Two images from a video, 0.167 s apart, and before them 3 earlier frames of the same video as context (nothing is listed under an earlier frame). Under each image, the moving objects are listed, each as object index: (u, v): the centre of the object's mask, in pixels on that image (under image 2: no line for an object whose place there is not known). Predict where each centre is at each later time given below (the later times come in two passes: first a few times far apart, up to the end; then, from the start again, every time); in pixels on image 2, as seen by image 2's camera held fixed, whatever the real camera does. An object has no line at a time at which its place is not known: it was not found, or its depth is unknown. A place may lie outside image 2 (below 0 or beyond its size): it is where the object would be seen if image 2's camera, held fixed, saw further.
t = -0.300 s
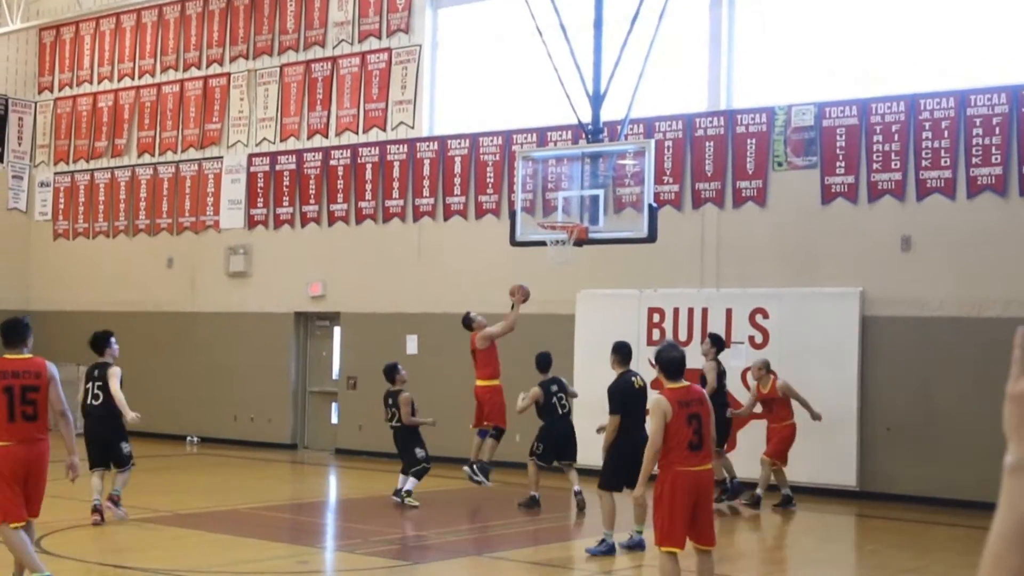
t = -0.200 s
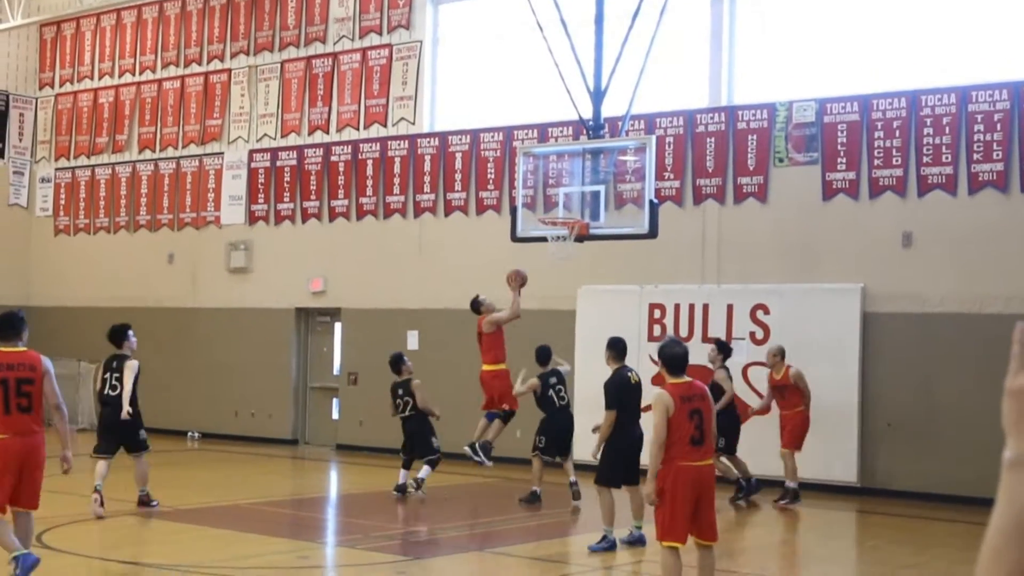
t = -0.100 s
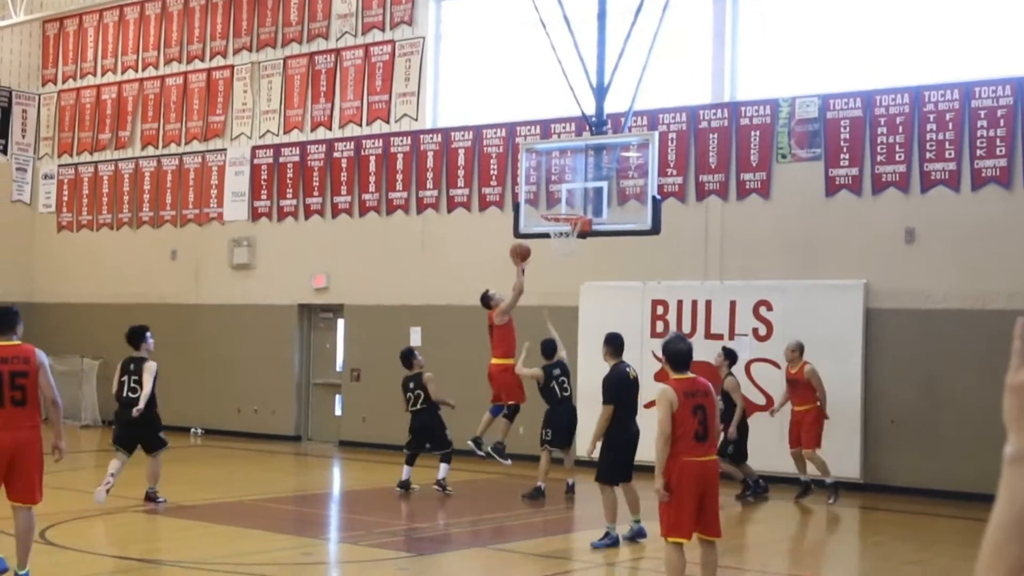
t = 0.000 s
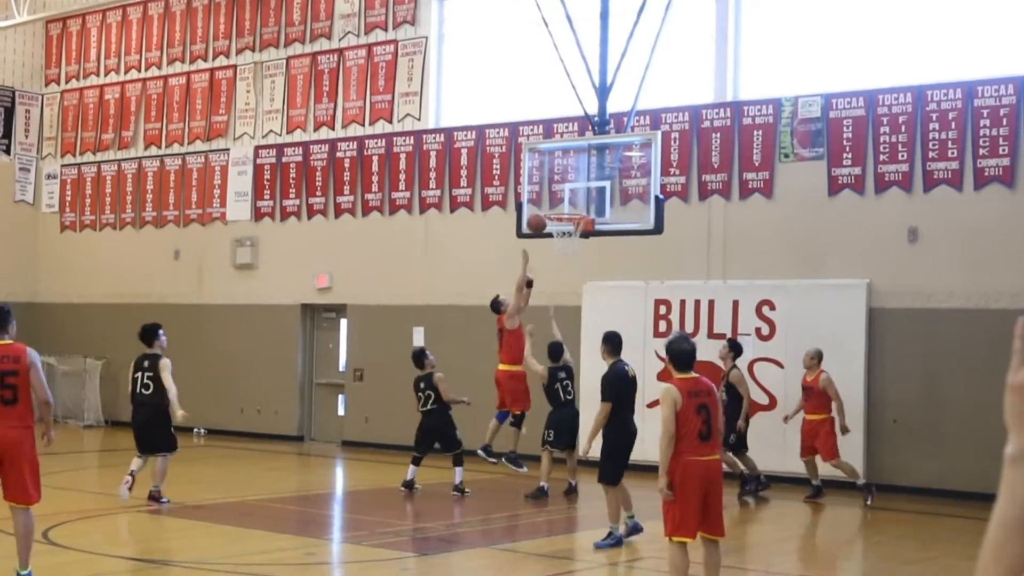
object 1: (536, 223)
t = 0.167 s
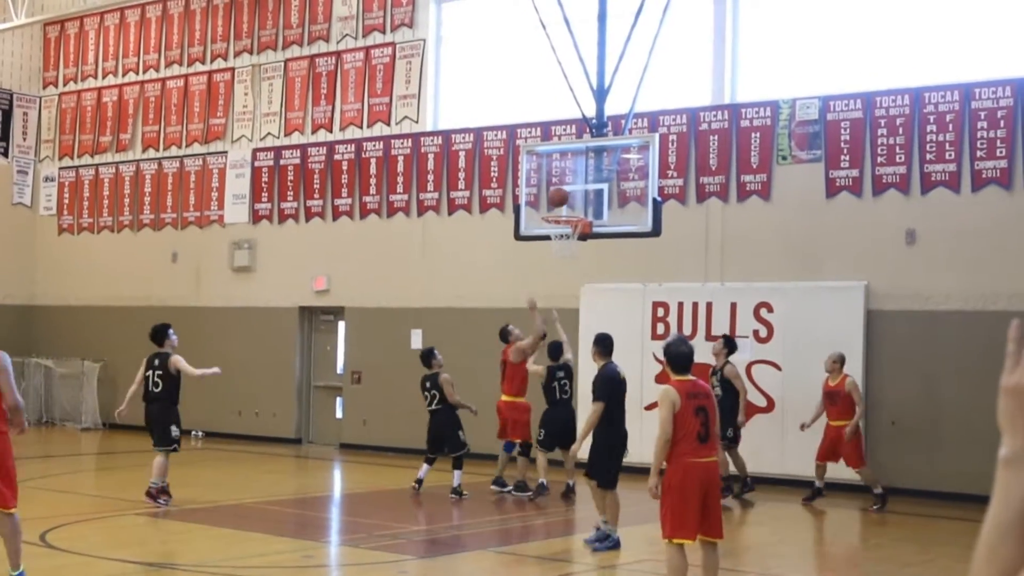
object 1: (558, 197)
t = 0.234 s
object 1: (558, 196)
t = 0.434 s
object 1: (561, 217)
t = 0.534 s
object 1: (562, 241)
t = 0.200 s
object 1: (558, 196)
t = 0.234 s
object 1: (558, 196)
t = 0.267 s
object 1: (559, 197)
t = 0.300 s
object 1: (559, 199)
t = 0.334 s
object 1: (560, 202)
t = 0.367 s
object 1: (560, 205)
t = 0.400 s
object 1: (561, 209)
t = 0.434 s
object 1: (561, 217)
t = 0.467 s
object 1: (562, 225)
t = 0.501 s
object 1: (562, 232)
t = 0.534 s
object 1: (562, 241)
